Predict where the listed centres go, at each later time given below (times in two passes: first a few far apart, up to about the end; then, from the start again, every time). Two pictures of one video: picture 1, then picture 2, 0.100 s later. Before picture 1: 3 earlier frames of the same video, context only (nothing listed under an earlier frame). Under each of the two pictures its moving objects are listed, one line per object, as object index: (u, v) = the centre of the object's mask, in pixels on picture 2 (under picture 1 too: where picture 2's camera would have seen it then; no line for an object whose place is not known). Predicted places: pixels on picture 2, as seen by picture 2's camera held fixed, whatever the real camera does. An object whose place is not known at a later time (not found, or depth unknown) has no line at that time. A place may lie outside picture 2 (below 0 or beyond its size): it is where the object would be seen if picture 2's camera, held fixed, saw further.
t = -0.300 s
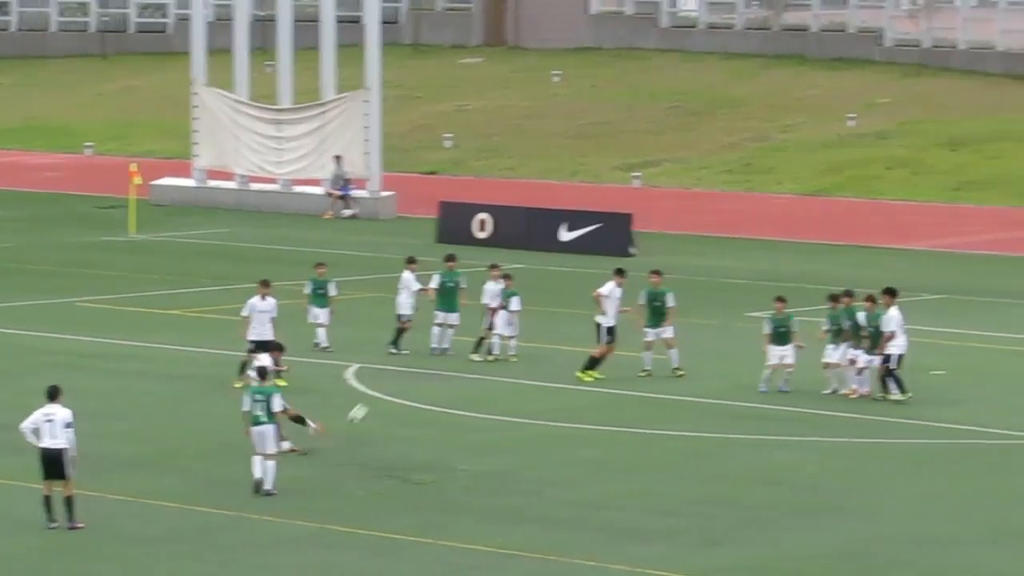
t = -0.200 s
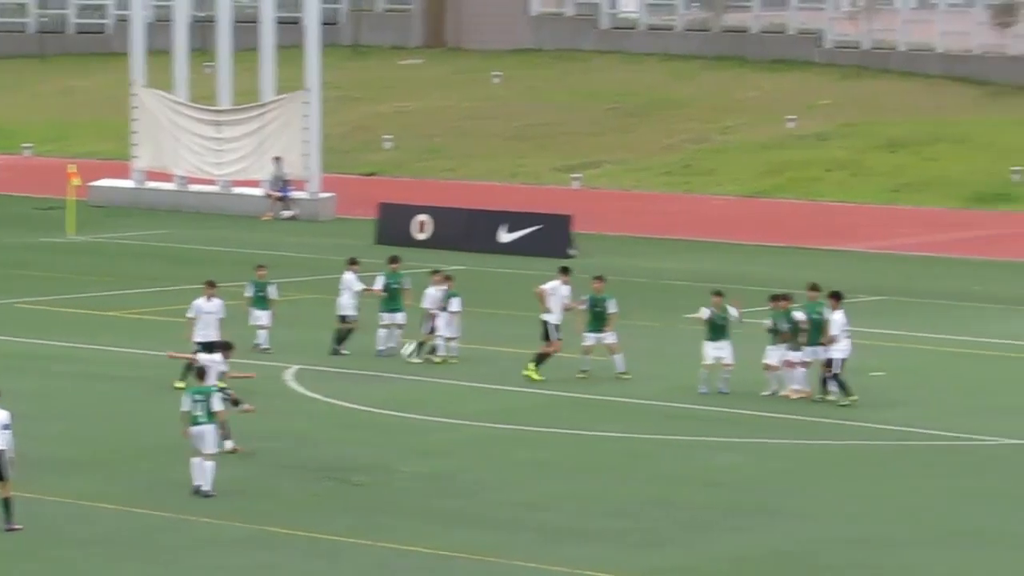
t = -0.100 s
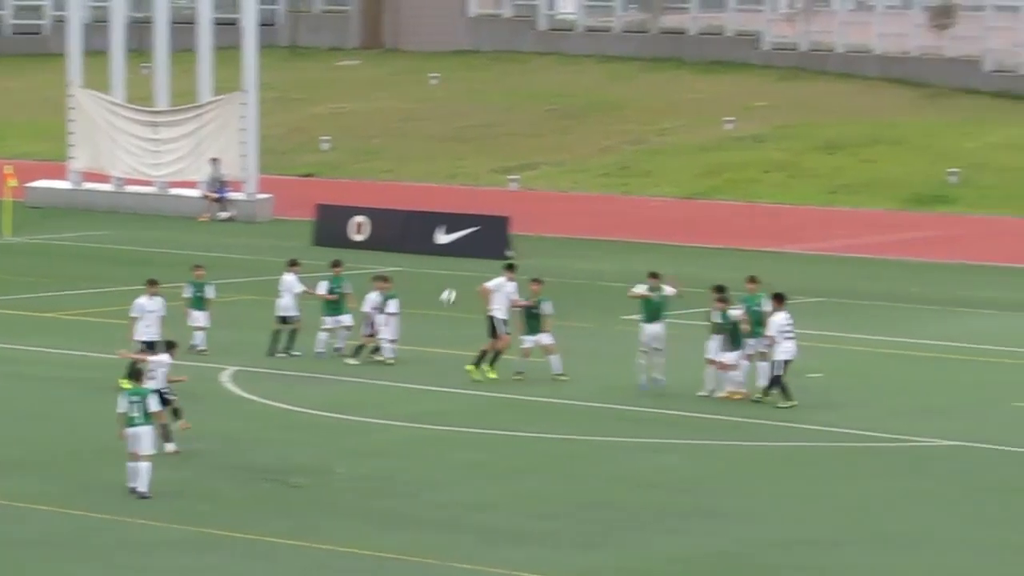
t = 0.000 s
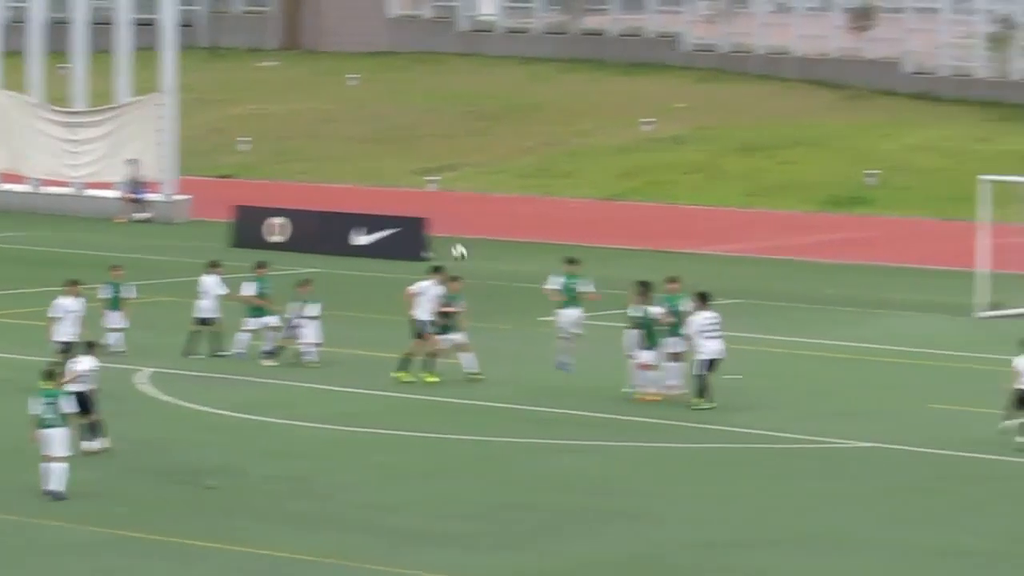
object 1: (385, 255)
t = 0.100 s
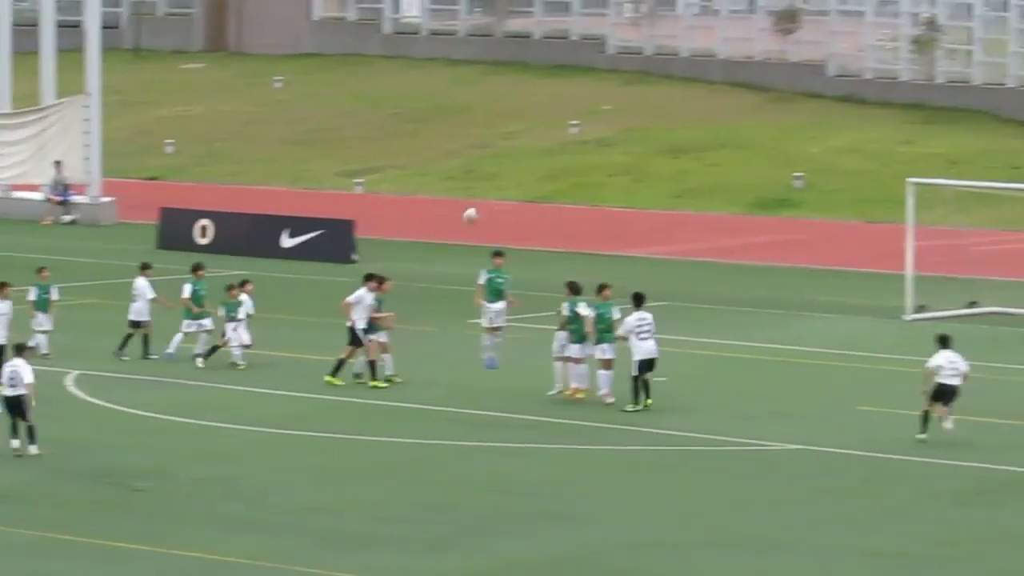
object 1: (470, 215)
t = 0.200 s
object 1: (549, 182)
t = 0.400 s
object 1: (697, 137)
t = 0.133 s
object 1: (496, 204)
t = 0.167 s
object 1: (524, 193)
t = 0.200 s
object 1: (549, 182)
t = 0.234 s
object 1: (575, 173)
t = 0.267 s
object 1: (600, 164)
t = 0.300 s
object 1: (625, 157)
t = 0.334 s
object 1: (649, 150)
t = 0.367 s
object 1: (674, 143)
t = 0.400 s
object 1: (697, 137)
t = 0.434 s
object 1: (719, 131)
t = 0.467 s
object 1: (742, 126)
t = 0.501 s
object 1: (763, 122)
